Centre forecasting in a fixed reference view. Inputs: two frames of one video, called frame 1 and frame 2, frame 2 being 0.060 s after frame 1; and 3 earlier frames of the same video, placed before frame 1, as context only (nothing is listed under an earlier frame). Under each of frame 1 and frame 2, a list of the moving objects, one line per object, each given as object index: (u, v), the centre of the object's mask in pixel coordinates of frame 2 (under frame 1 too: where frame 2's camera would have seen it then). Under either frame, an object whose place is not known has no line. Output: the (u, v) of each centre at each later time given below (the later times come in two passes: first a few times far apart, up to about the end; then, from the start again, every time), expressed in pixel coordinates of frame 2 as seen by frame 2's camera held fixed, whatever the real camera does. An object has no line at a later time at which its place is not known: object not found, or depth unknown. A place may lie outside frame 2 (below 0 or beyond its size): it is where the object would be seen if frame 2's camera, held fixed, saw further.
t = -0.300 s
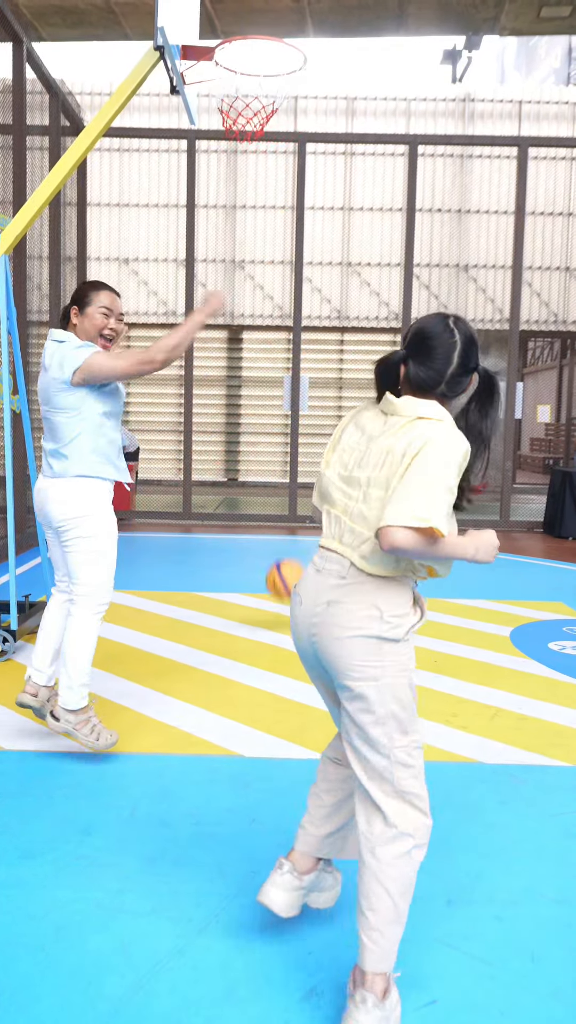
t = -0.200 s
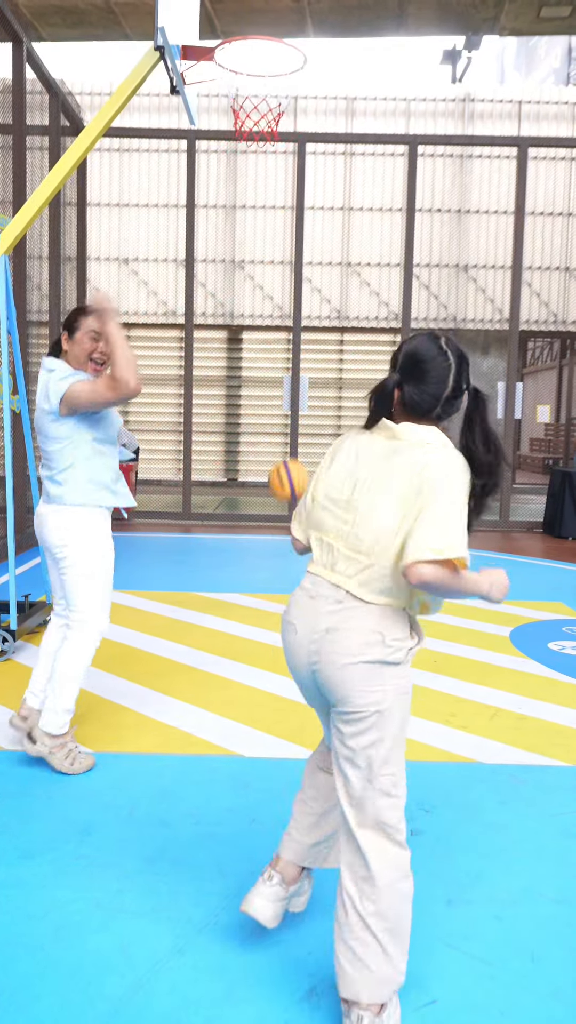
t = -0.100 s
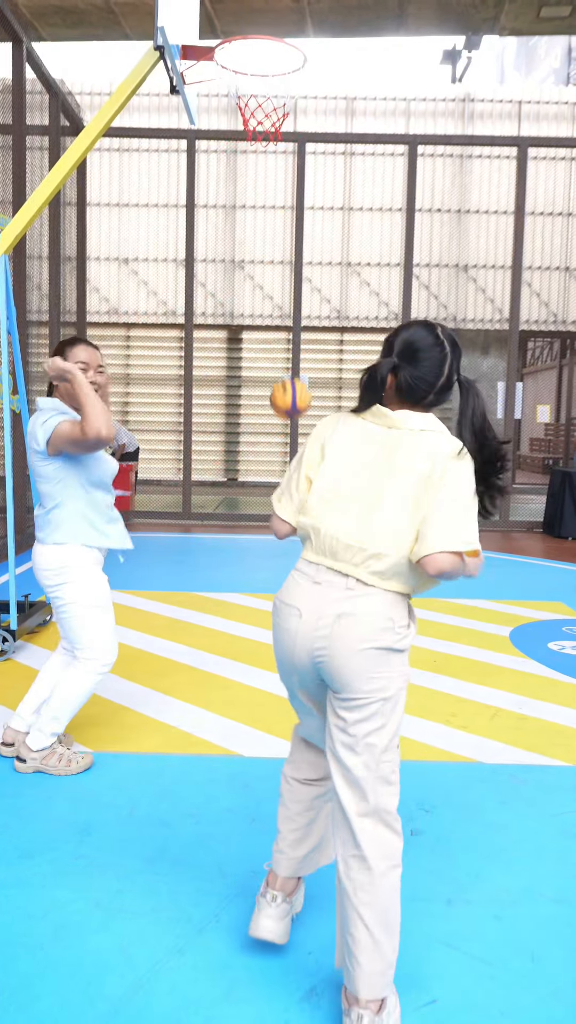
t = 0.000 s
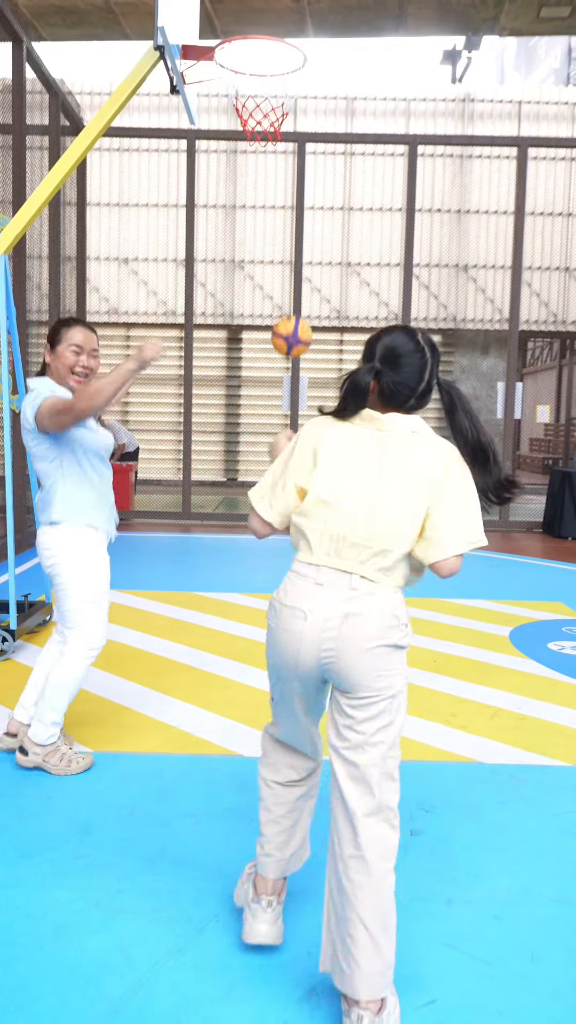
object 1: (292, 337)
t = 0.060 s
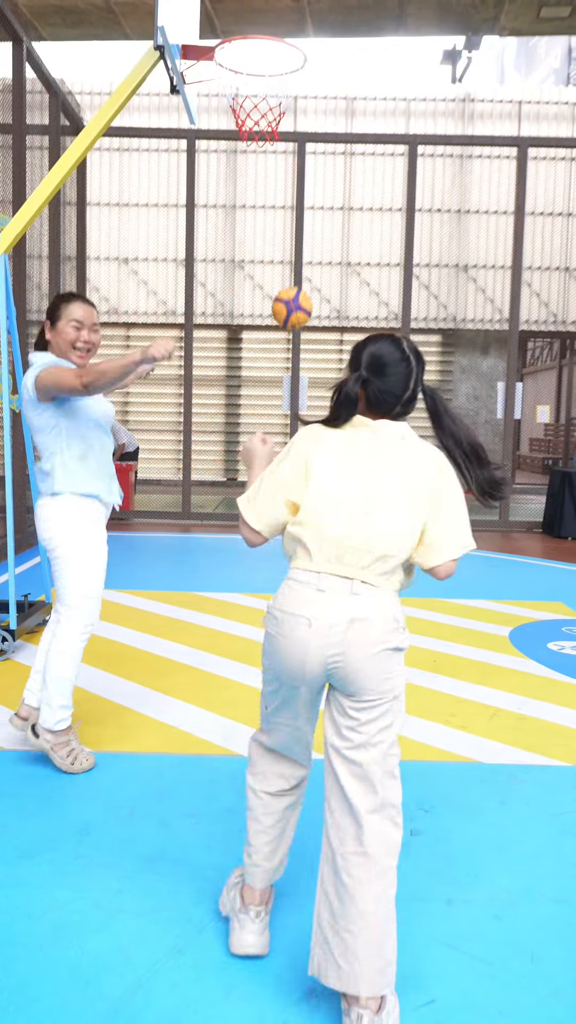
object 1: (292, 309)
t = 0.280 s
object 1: (292, 258)
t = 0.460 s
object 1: (291, 277)
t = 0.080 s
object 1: (292, 300)
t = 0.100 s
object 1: (292, 292)
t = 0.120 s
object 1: (292, 286)
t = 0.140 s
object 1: (292, 280)
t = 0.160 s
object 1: (292, 275)
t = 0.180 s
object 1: (293, 270)
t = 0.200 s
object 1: (293, 266)
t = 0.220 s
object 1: (293, 263)
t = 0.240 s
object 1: (293, 261)
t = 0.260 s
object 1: (292, 259)
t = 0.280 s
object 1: (292, 258)
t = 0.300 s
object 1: (292, 258)
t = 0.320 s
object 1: (292, 258)
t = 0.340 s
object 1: (292, 258)
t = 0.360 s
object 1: (292, 260)
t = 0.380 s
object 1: (292, 261)
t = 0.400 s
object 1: (292, 265)
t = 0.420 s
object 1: (292, 268)
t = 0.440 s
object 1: (292, 272)
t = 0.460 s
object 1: (291, 277)
